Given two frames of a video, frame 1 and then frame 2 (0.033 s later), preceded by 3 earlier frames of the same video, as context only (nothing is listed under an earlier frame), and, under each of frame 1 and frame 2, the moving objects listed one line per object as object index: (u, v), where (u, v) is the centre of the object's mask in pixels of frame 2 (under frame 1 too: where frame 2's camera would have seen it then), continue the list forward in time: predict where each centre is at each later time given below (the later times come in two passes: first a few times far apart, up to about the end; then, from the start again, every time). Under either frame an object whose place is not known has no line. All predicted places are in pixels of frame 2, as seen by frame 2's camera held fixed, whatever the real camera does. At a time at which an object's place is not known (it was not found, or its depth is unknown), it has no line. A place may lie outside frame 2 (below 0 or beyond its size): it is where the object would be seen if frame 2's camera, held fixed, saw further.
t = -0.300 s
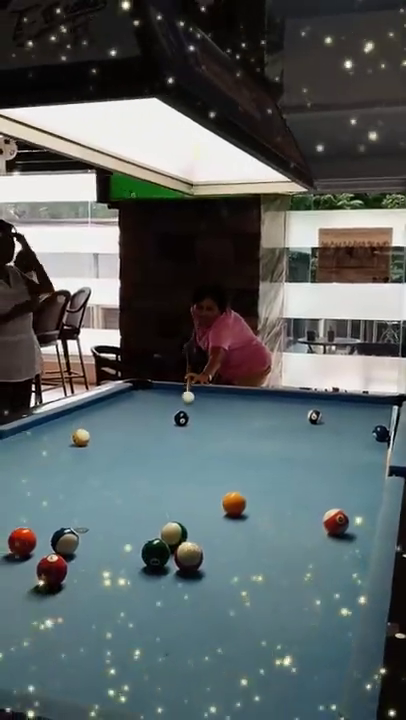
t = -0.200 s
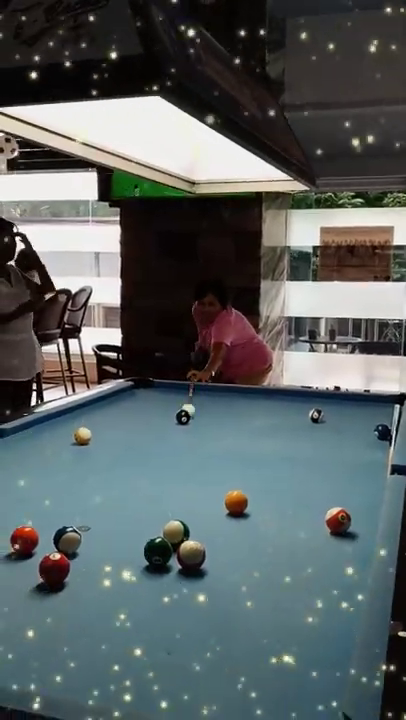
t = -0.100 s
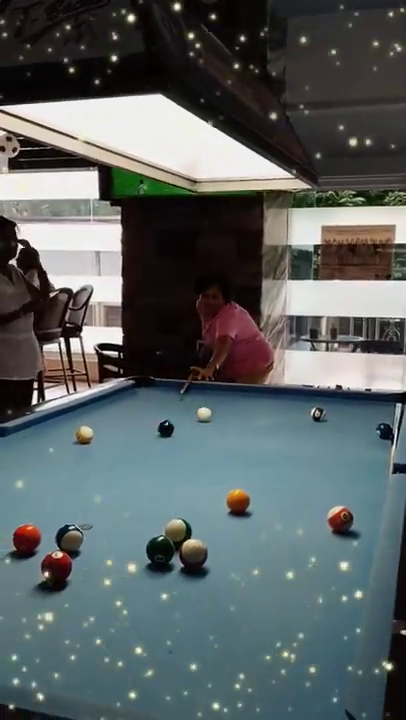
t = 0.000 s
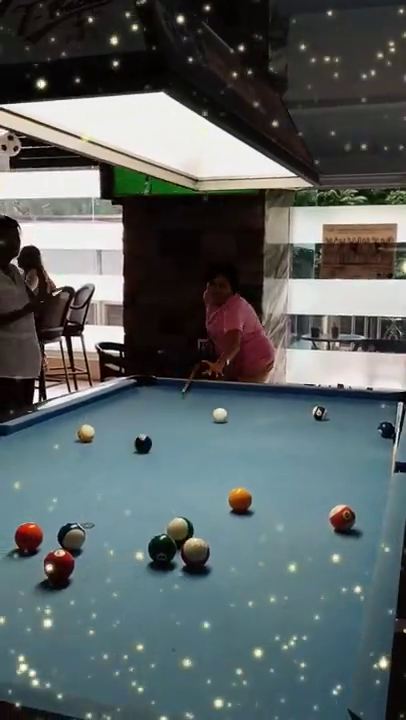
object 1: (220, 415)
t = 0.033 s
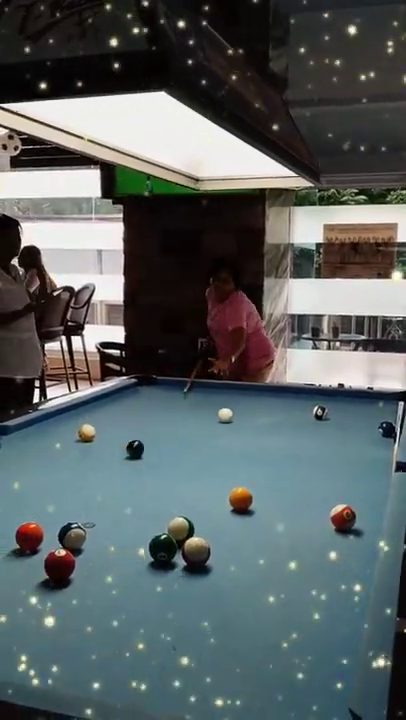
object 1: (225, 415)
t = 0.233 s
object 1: (254, 419)
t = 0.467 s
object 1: (289, 424)
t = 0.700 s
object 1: (324, 429)
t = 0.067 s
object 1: (230, 416)
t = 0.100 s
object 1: (235, 416)
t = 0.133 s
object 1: (240, 417)
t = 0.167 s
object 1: (245, 418)
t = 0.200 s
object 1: (249, 418)
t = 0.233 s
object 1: (254, 419)
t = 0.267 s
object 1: (259, 420)
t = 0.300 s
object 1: (264, 420)
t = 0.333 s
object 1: (269, 421)
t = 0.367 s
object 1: (274, 422)
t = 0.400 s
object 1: (279, 423)
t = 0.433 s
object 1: (284, 423)
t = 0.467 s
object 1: (289, 424)
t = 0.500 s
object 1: (294, 425)
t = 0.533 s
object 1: (299, 426)
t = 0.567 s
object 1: (304, 426)
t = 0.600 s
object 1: (309, 427)
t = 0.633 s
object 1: (314, 428)
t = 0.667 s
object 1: (319, 428)
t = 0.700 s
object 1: (324, 429)
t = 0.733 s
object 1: (330, 430)
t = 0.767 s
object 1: (335, 430)
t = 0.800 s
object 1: (340, 431)
